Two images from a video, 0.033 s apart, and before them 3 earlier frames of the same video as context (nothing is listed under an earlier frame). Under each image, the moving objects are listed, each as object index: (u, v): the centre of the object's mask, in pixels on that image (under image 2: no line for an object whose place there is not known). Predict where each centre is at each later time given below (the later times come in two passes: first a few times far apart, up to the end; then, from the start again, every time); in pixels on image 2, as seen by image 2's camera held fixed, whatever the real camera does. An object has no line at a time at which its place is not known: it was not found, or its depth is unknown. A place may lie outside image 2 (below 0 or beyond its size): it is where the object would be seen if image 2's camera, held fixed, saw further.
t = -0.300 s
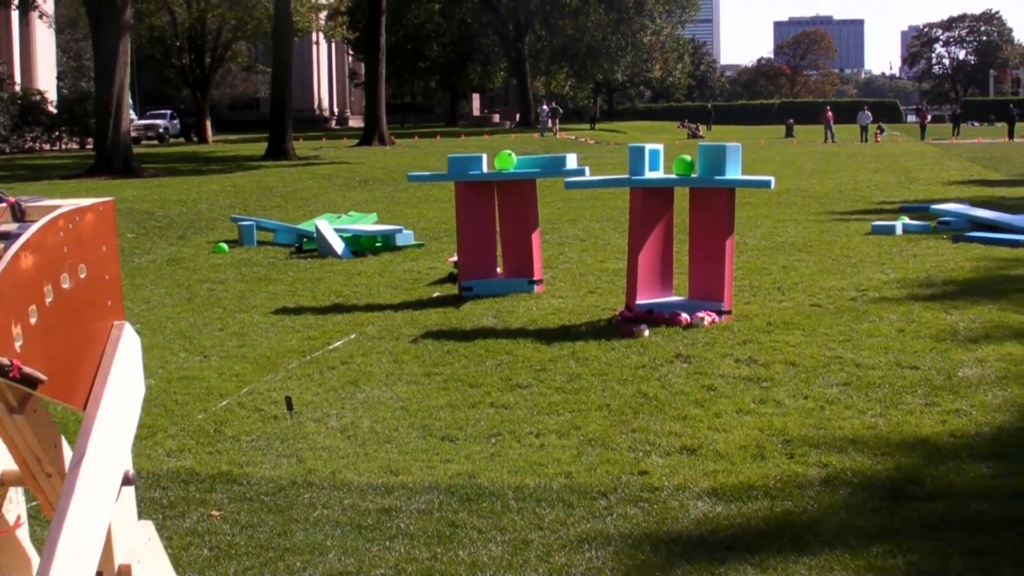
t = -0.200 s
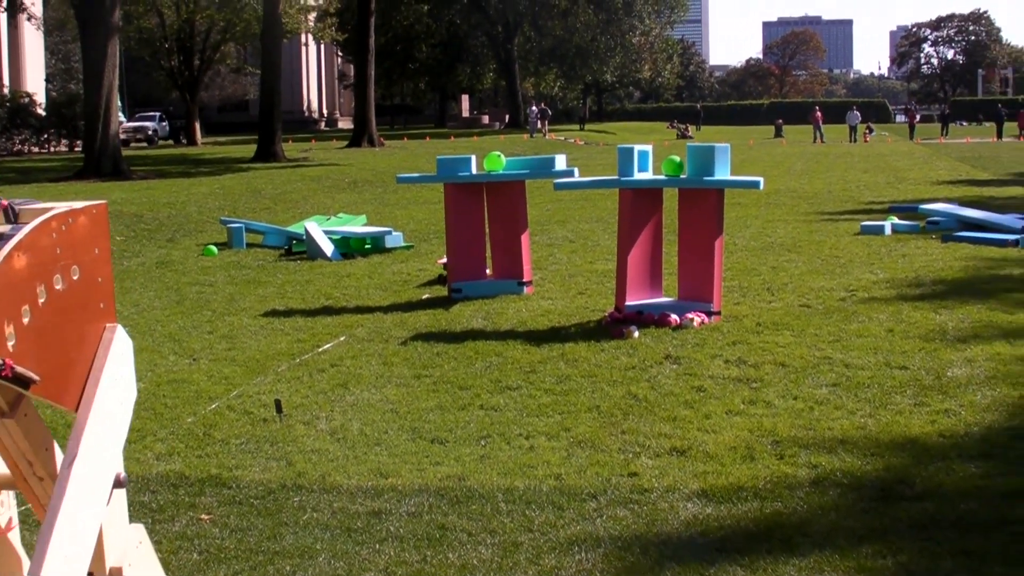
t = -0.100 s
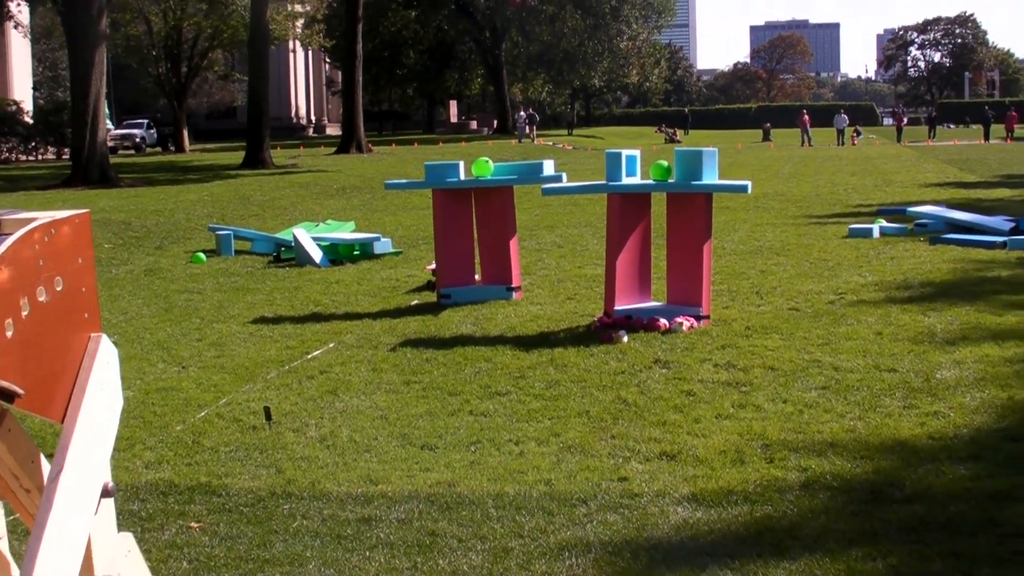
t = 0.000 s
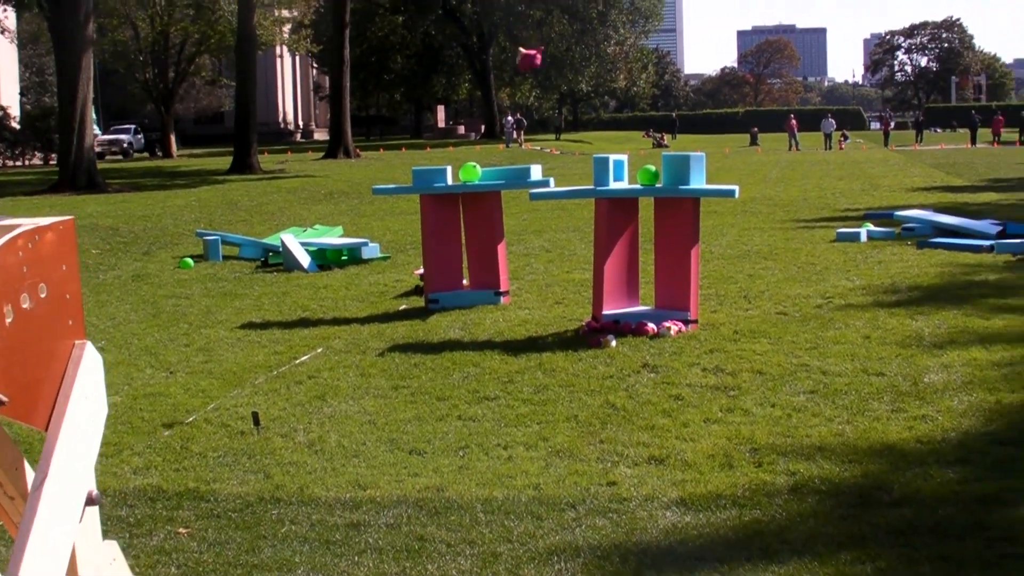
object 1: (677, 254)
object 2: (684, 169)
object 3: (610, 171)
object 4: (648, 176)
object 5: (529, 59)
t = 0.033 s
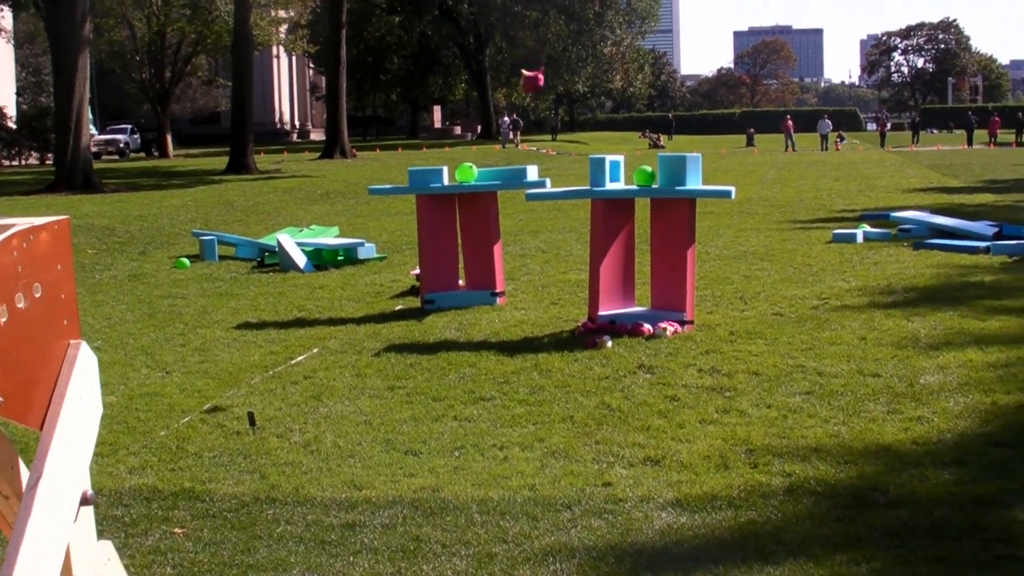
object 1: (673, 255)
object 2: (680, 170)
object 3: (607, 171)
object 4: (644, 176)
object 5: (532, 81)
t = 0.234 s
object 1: (670, 254)
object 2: (679, 168)
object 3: (604, 169)
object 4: (642, 176)
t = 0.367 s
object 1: (666, 253)
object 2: (675, 159)
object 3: (598, 158)
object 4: (639, 169)
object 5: (555, 222)
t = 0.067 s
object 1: (673, 255)
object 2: (679, 170)
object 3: (606, 171)
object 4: (644, 176)
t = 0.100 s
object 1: (672, 255)
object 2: (679, 170)
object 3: (606, 171)
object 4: (644, 176)
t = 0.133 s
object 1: (672, 255)
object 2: (679, 170)
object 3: (605, 171)
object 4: (643, 176)
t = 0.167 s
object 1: (672, 255)
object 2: (679, 170)
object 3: (605, 171)
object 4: (643, 176)
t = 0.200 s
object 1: (671, 255)
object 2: (678, 170)
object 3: (605, 171)
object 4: (643, 176)
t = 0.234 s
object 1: (670, 254)
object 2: (679, 168)
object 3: (604, 169)
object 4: (642, 176)
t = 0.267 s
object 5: (558, 203)
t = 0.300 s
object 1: (667, 253)
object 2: (677, 161)
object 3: (601, 162)
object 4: (640, 171)
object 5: (558, 209)
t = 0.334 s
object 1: (667, 253)
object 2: (676, 160)
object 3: (600, 159)
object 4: (640, 169)
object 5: (556, 216)
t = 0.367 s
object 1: (666, 253)
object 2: (675, 159)
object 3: (598, 158)
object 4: (639, 169)
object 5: (555, 222)
